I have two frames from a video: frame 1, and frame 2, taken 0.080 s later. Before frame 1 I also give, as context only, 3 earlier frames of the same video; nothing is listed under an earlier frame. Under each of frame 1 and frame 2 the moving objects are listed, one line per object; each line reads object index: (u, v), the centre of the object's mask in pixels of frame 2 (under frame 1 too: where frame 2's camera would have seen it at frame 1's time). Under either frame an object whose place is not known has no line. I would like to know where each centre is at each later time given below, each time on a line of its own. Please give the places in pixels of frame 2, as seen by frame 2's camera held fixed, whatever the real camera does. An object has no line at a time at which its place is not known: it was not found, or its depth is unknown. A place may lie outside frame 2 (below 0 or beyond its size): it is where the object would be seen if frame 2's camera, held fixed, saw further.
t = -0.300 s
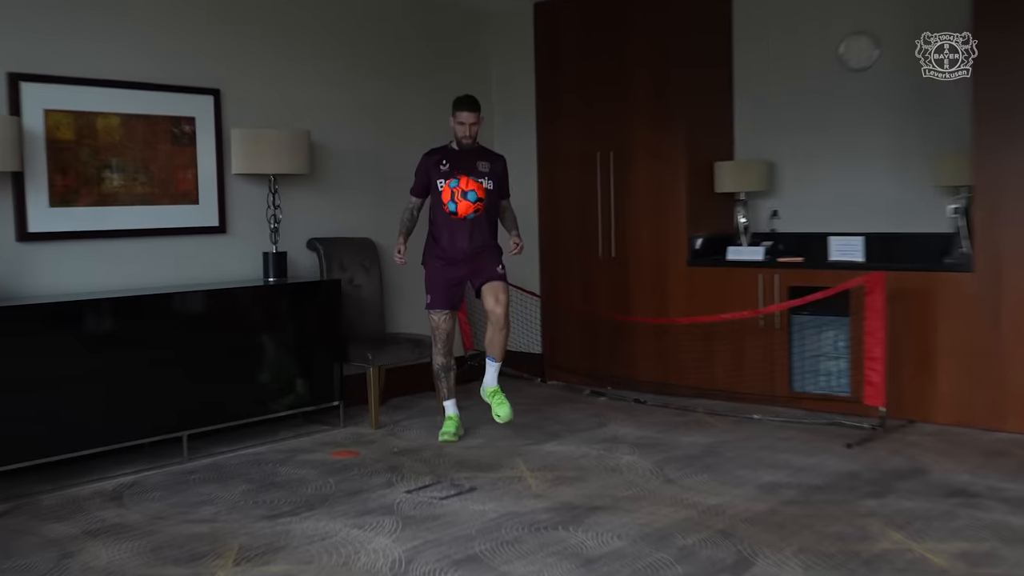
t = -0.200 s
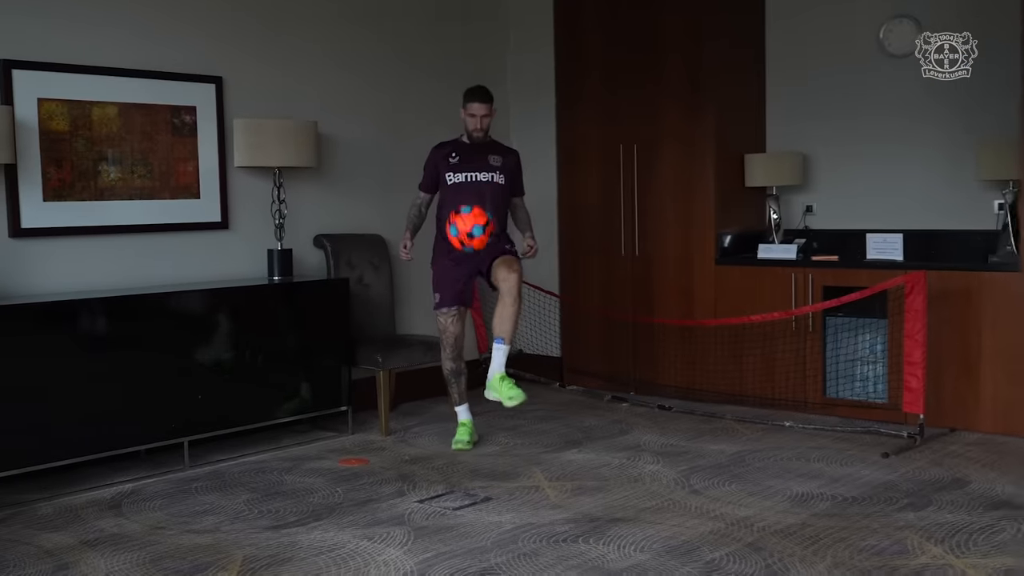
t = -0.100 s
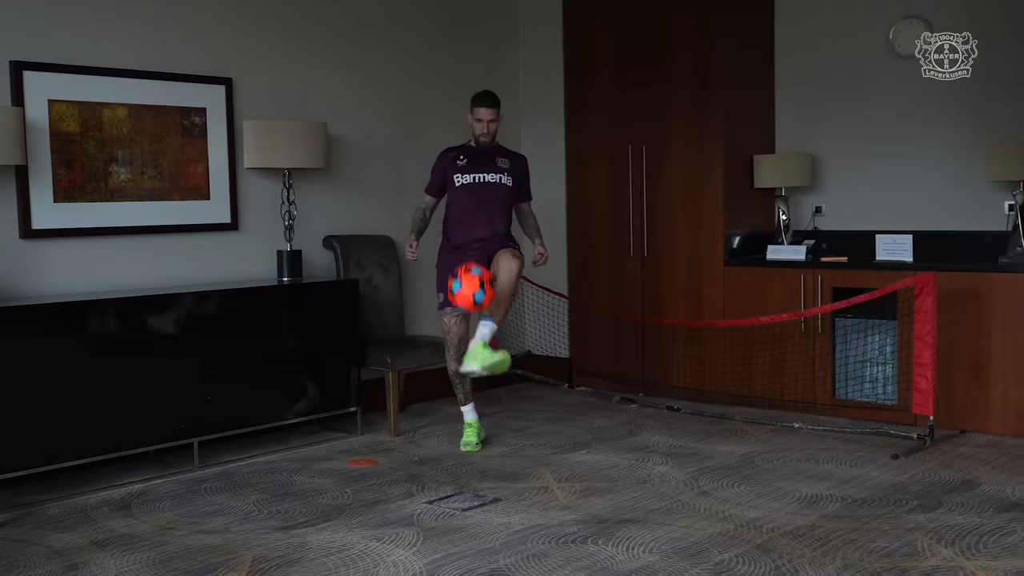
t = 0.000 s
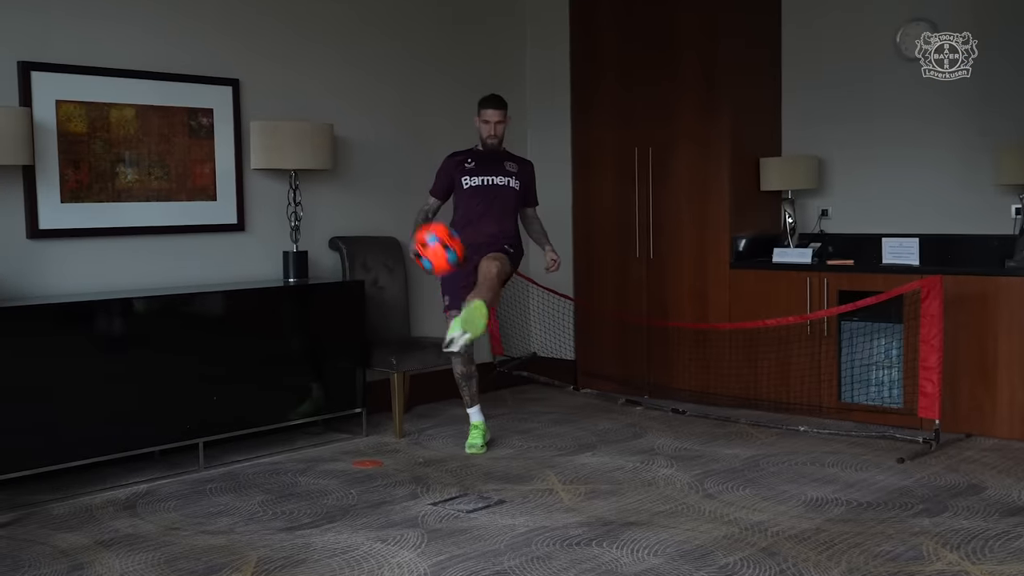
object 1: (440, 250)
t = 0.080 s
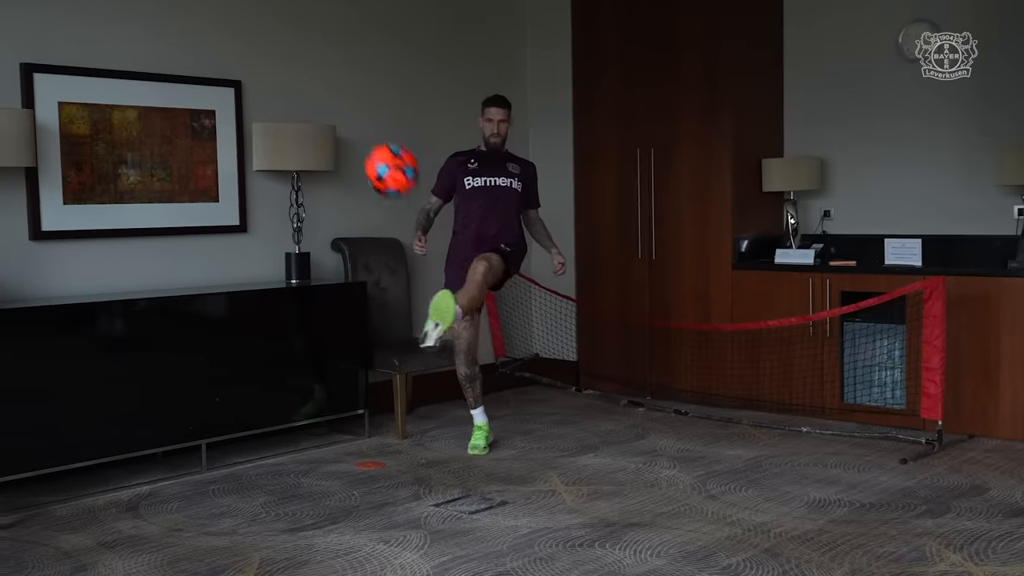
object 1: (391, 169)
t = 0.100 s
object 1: (379, 151)
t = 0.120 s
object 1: (366, 134)
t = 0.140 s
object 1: (354, 116)
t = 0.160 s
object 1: (340, 99)
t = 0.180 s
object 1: (326, 83)
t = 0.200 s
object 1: (313, 67)
